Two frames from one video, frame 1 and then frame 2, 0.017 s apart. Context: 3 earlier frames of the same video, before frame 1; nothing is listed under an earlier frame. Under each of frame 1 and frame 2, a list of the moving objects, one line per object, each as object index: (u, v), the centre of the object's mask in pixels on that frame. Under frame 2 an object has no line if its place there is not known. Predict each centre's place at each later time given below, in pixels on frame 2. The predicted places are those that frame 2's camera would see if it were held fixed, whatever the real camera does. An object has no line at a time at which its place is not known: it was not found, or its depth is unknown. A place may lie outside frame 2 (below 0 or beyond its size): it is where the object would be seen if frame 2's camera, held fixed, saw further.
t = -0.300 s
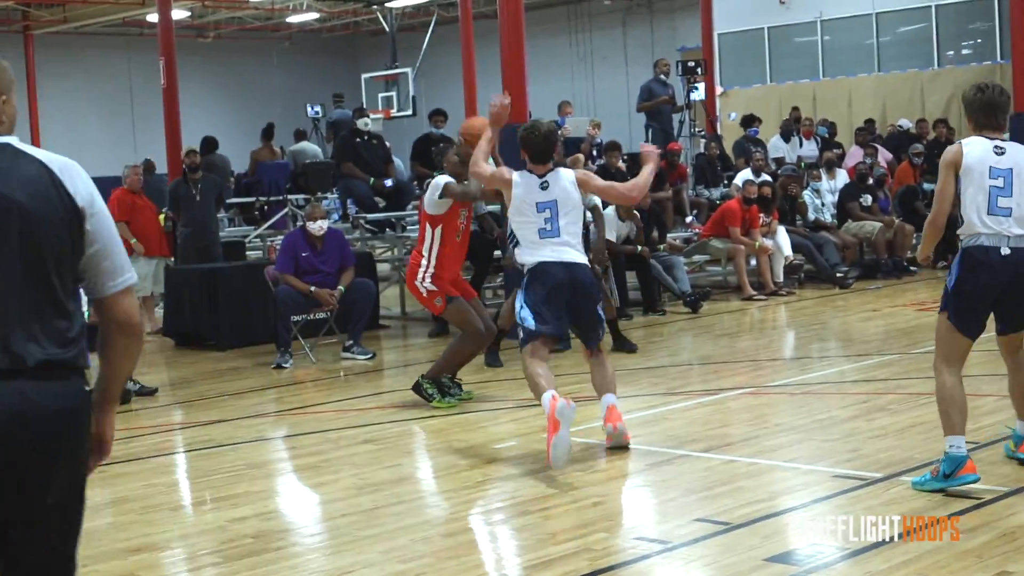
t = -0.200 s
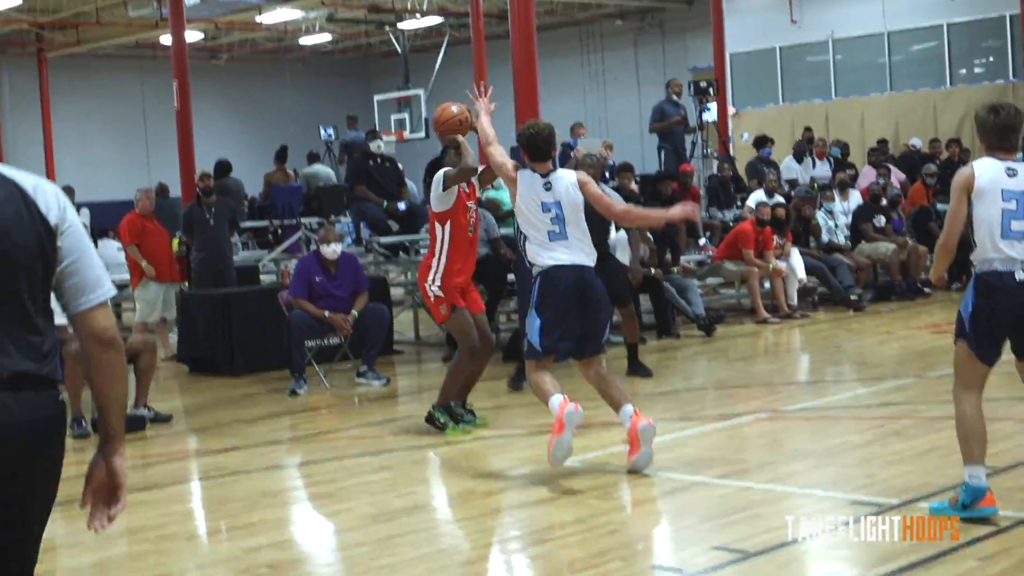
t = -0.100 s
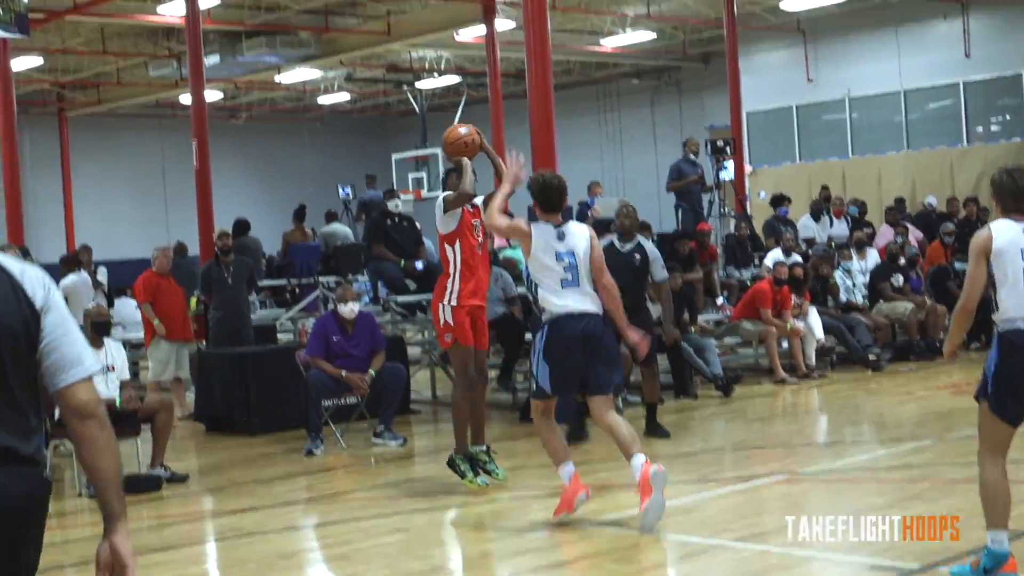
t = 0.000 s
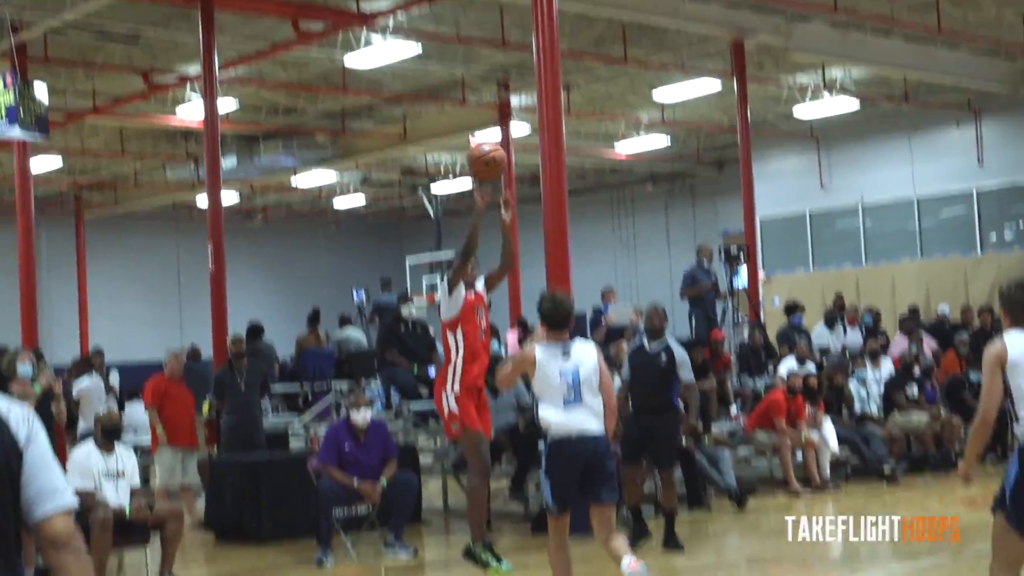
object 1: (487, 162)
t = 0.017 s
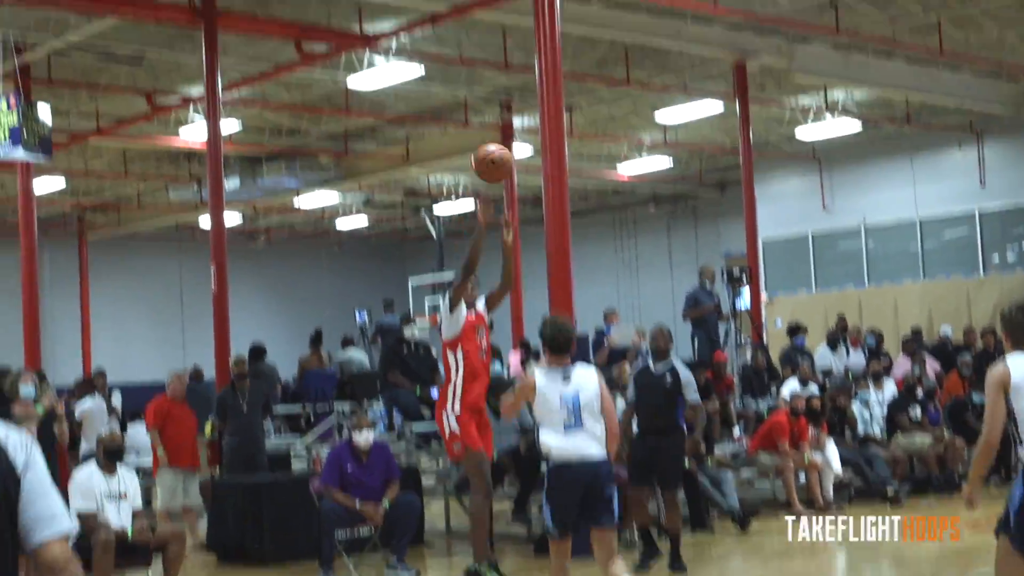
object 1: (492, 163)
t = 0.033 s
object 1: (496, 144)
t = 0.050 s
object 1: (501, 125)
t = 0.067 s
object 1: (505, 107)
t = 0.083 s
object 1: (510, 89)
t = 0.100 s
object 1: (514, 70)
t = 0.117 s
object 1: (519, 50)
